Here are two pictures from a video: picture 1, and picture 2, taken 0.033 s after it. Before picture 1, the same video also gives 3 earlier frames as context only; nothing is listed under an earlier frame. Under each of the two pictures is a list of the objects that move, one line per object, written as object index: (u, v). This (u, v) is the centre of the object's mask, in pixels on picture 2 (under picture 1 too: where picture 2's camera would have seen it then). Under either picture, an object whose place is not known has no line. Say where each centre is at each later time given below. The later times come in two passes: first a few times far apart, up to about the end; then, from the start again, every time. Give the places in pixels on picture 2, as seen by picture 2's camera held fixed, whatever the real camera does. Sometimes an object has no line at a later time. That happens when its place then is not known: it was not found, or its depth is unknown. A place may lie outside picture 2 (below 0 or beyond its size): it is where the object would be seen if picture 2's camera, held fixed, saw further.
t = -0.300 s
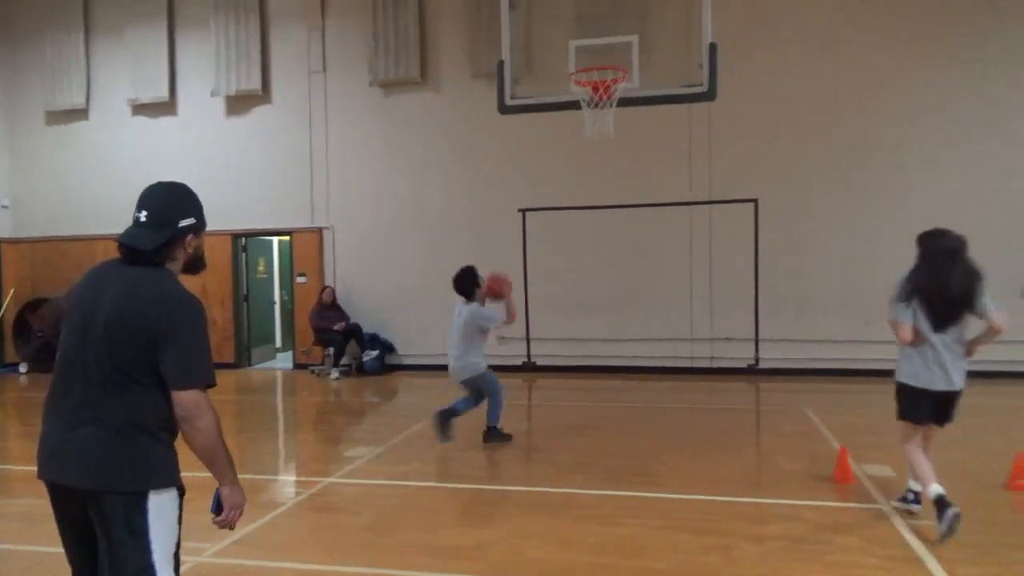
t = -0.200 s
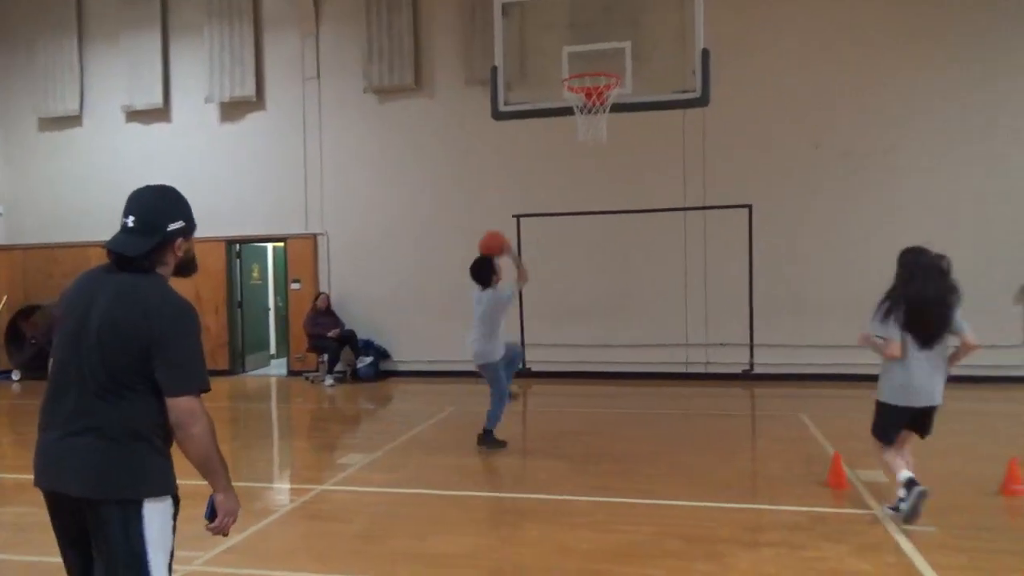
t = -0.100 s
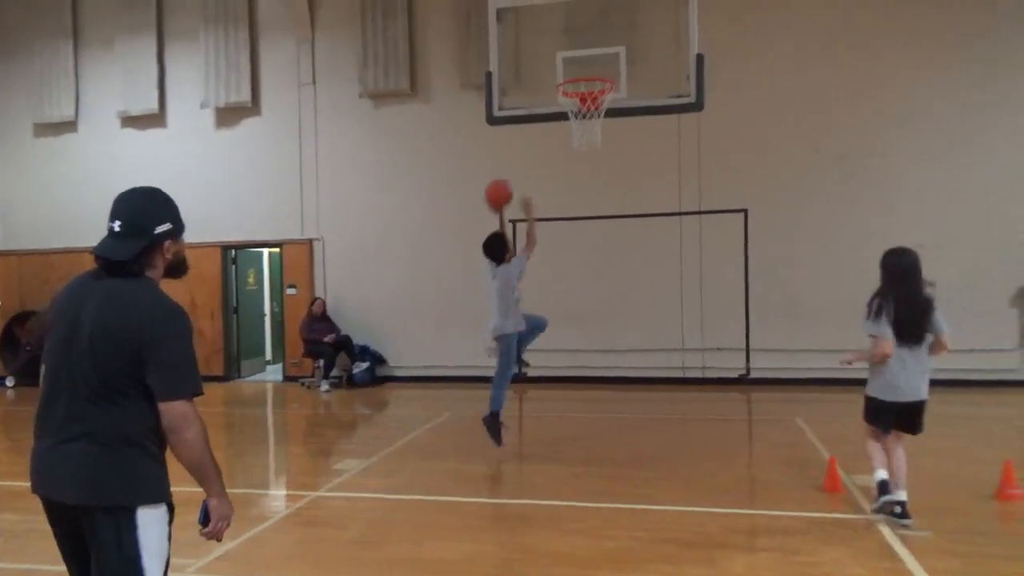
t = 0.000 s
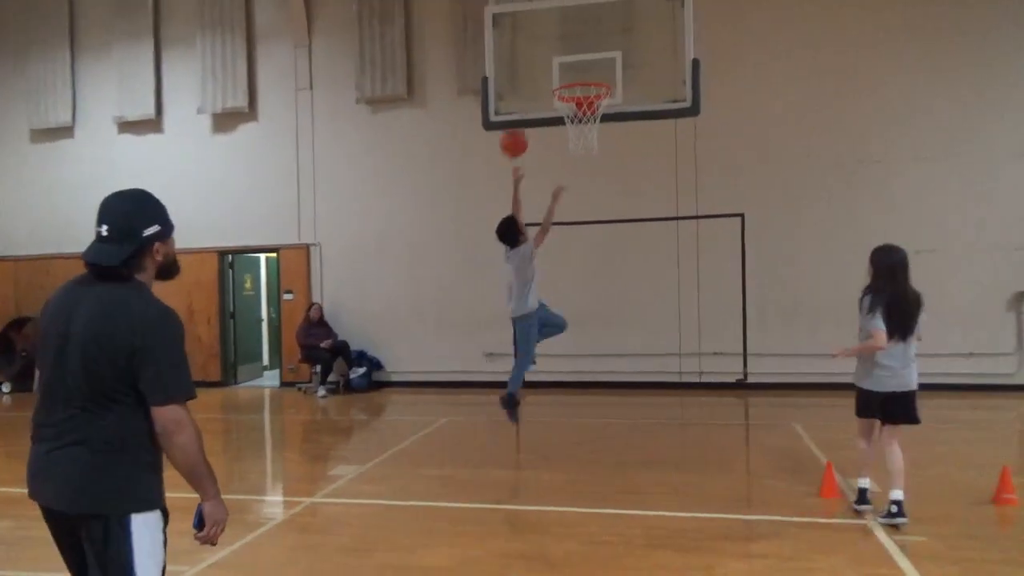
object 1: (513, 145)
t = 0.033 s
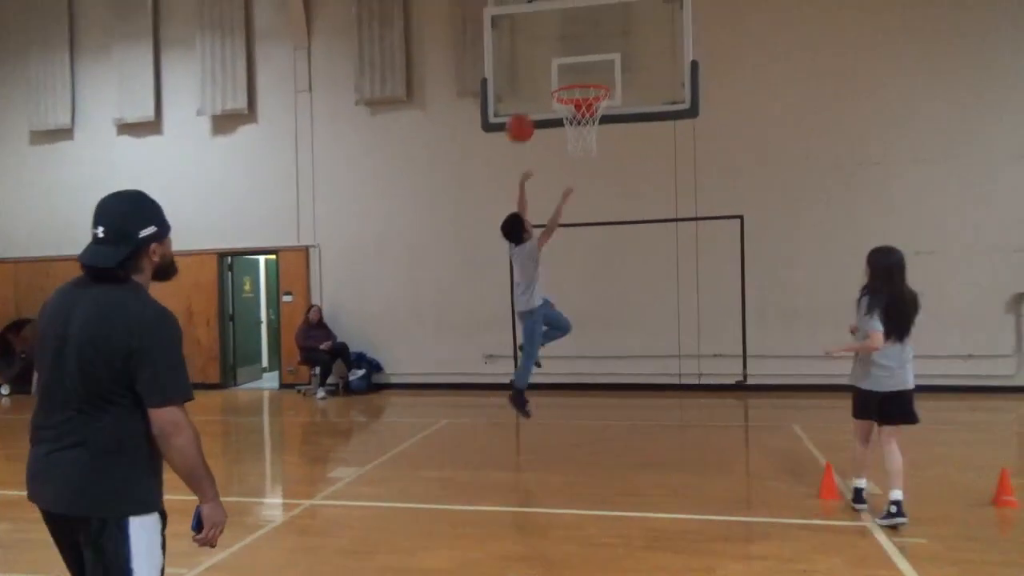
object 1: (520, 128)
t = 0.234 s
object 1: (529, 72)
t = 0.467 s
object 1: (515, 76)
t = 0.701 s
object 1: (503, 141)
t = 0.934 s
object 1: (493, 266)
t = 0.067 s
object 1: (526, 114)
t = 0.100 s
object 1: (533, 100)
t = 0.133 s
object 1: (537, 90)
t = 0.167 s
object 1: (534, 82)
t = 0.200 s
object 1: (532, 76)
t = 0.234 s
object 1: (529, 72)
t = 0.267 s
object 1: (528, 68)
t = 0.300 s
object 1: (525, 66)
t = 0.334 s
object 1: (523, 66)
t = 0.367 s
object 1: (521, 67)
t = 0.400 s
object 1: (519, 69)
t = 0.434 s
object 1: (517, 72)
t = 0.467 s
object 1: (515, 76)
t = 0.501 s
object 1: (513, 81)
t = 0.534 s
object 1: (511, 89)
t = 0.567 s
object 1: (510, 96)
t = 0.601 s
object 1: (507, 106)
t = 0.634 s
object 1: (507, 118)
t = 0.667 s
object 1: (505, 128)
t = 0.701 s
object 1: (503, 141)
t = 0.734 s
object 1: (500, 155)
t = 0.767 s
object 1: (499, 171)
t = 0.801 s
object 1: (497, 187)
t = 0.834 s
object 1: (496, 205)
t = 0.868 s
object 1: (495, 224)
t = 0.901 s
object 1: (494, 244)
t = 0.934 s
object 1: (493, 266)
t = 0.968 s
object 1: (491, 288)
